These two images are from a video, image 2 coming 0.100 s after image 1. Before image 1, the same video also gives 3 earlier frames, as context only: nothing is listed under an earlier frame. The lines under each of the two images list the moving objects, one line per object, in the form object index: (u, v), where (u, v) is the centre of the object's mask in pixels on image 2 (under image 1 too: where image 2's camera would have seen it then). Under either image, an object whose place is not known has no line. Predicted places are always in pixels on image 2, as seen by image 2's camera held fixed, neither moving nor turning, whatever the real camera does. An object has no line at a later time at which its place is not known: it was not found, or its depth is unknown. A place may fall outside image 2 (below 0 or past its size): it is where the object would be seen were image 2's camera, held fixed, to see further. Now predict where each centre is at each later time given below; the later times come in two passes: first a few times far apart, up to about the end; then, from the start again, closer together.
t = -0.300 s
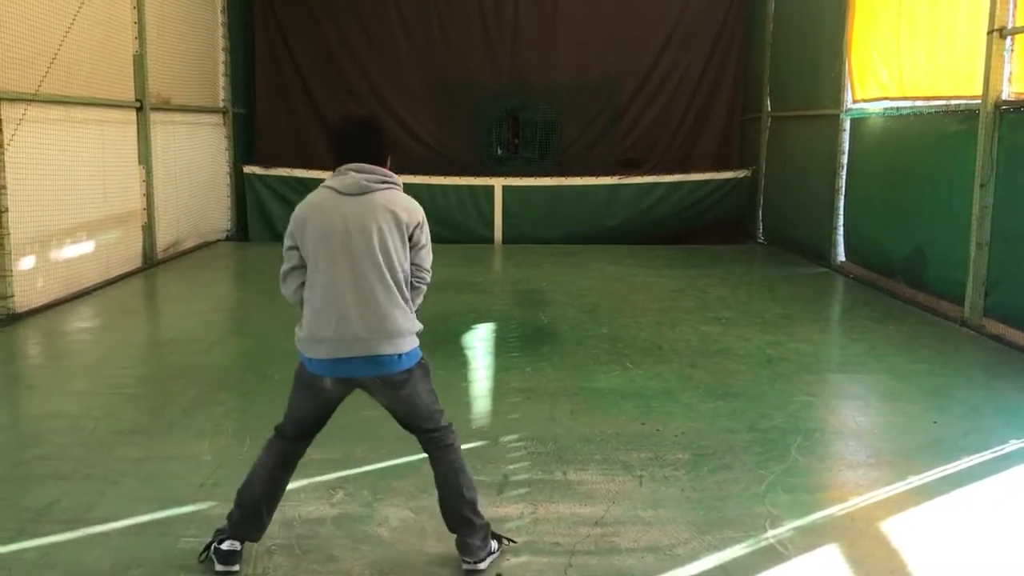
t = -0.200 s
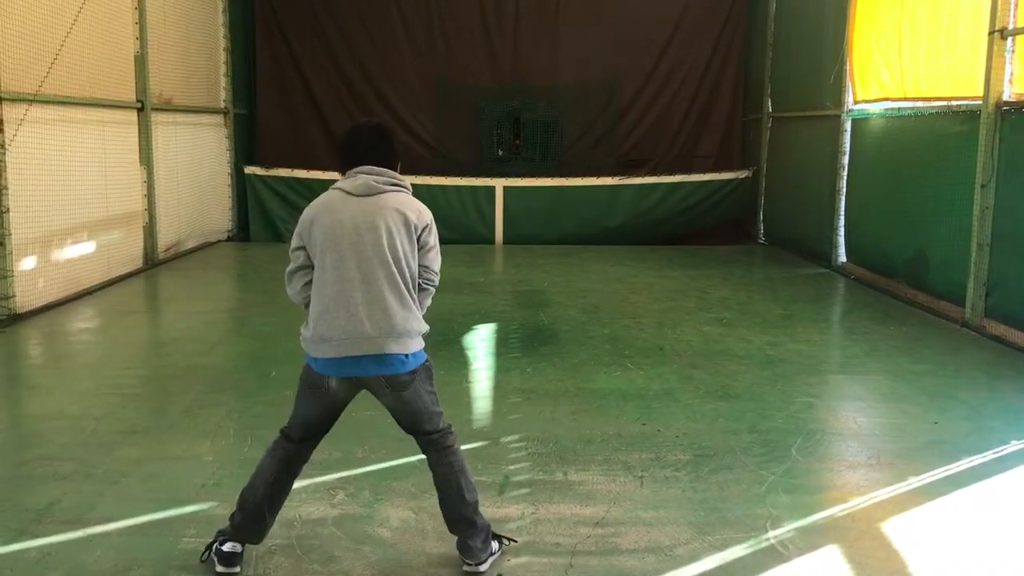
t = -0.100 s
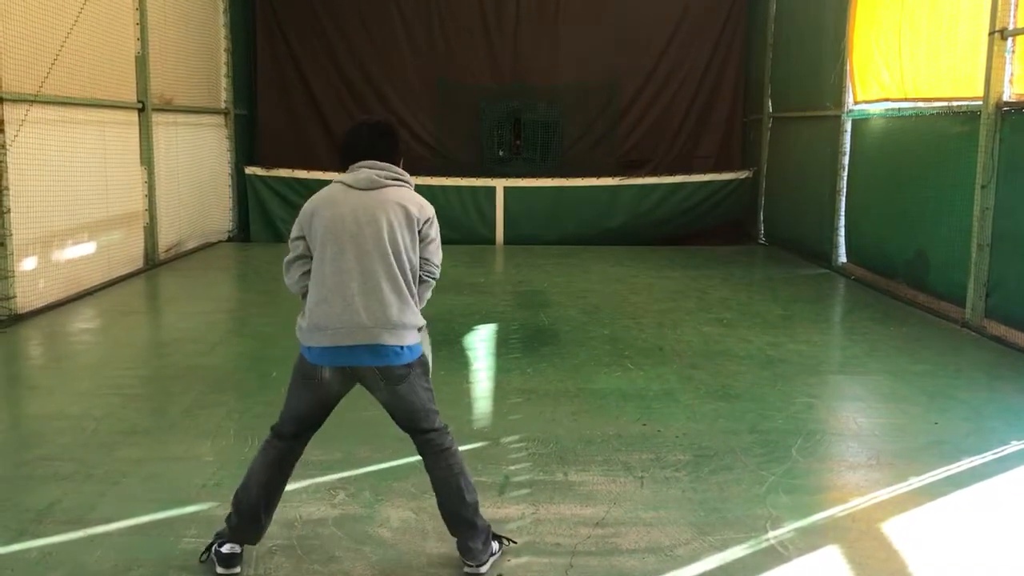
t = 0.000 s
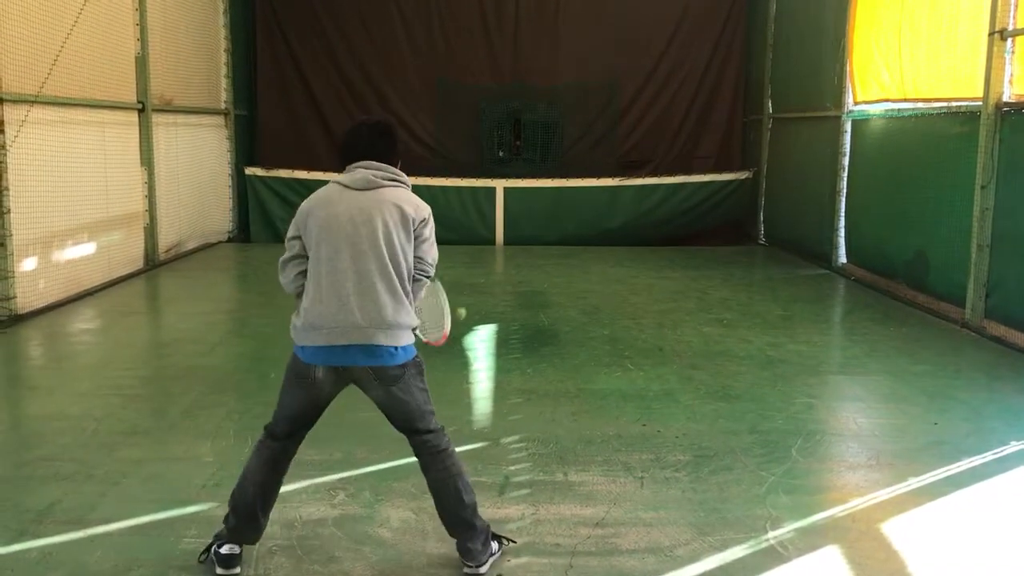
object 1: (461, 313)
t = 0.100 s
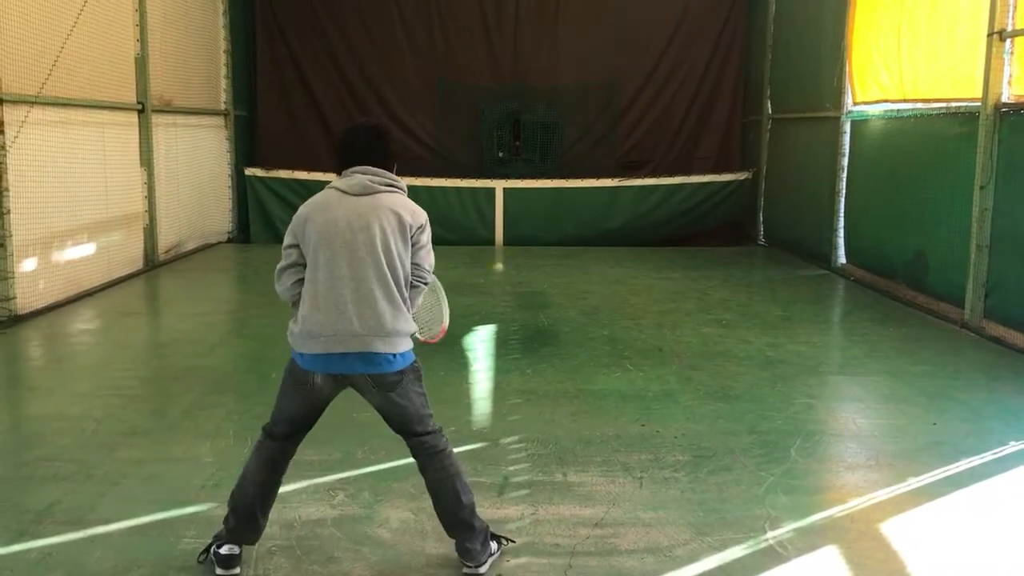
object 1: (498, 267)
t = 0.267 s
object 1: (561, 224)
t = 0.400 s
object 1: (612, 218)
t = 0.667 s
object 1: (711, 285)
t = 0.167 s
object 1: (523, 245)
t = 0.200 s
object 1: (535, 237)
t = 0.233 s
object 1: (548, 230)
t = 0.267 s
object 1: (561, 224)
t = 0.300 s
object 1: (574, 220)
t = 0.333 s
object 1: (586, 218)
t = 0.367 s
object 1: (599, 217)
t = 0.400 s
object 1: (612, 218)
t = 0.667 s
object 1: (711, 285)
